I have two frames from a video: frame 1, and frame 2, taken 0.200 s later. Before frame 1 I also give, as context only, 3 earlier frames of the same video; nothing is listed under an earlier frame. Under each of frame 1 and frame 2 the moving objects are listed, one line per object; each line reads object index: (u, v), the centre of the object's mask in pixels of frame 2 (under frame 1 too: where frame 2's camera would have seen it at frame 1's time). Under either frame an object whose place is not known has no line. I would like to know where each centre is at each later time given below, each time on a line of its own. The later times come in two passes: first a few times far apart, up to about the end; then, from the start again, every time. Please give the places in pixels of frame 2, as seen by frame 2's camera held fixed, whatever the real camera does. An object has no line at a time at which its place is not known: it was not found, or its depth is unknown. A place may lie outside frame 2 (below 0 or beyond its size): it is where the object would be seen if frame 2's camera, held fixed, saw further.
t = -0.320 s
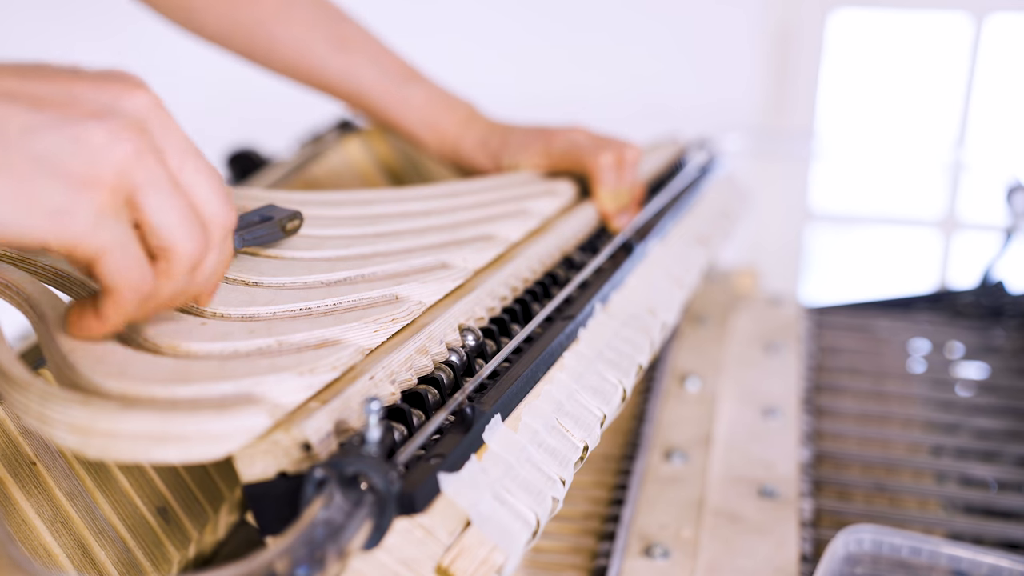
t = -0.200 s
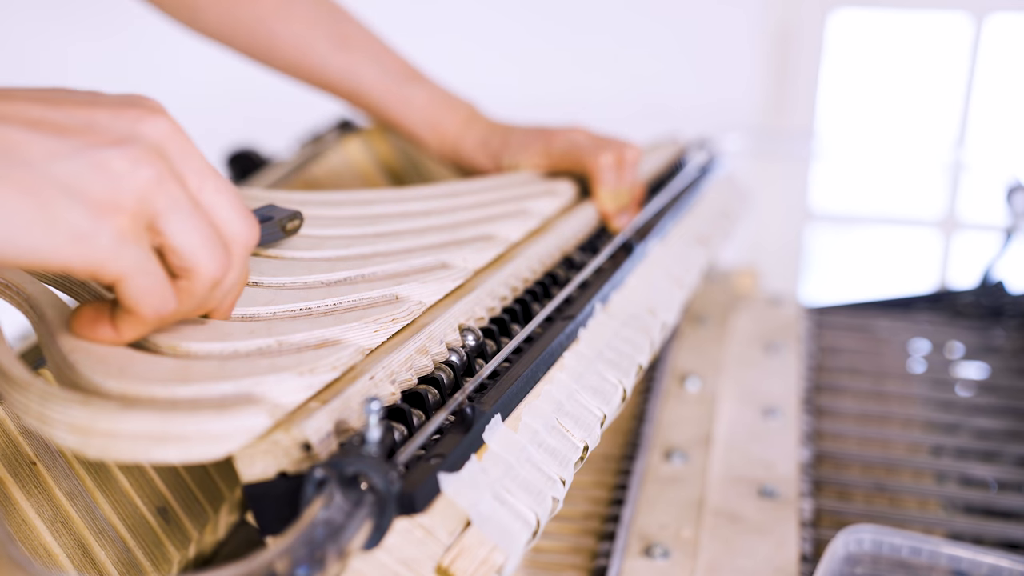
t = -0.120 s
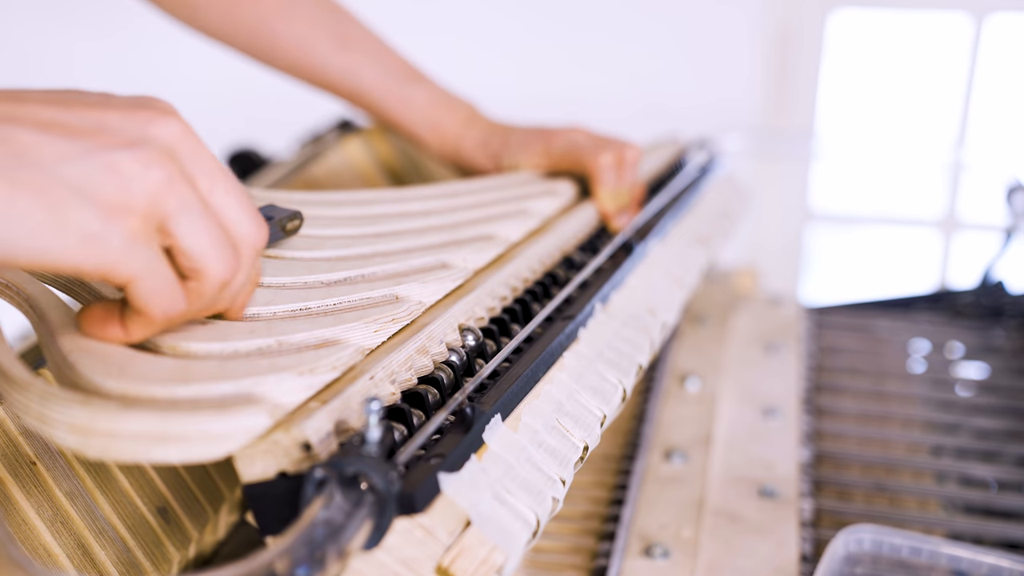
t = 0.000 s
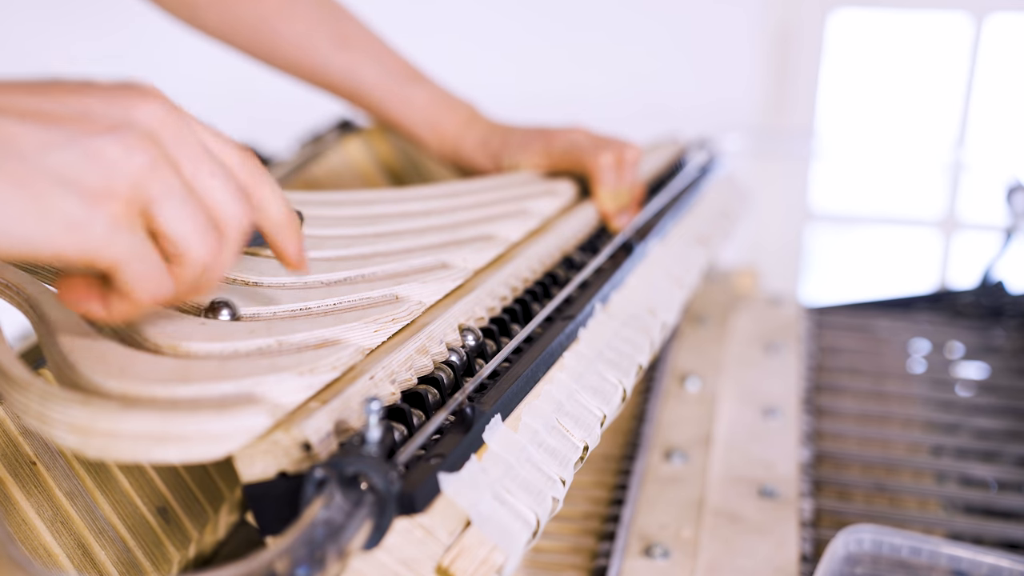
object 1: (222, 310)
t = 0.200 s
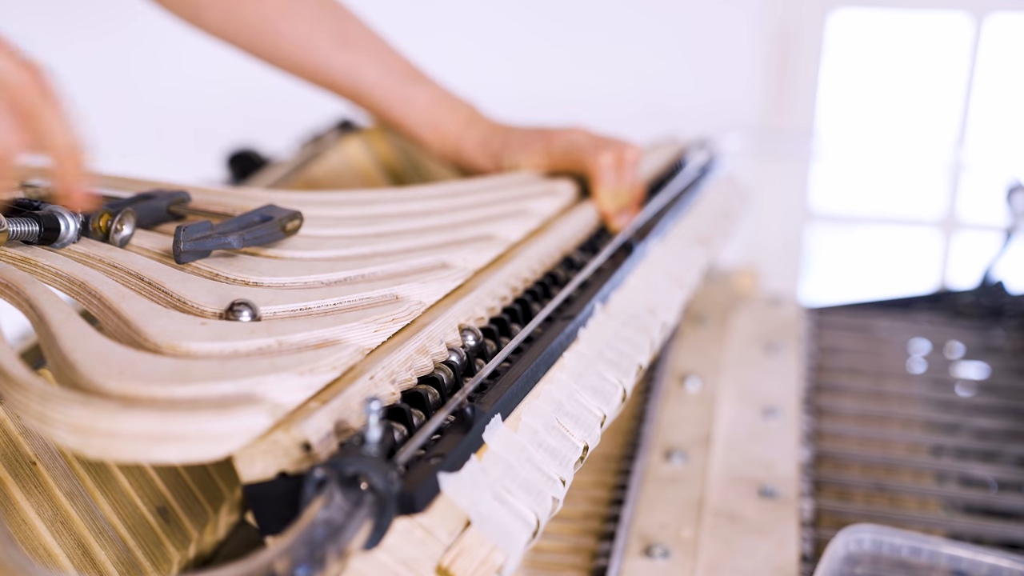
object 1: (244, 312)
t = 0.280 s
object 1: (250, 311)
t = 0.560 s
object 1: (269, 310)
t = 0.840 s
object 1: (292, 308)
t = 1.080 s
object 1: (317, 305)
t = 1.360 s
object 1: (350, 301)
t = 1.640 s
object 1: (389, 294)
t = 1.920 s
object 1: (484, 288)
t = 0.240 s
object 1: (248, 311)
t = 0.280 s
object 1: (250, 311)
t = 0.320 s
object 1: (253, 311)
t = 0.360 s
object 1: (255, 311)
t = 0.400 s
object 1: (258, 311)
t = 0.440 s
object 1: (261, 311)
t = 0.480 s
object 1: (264, 311)
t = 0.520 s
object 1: (266, 311)
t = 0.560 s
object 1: (269, 310)
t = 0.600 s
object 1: (272, 310)
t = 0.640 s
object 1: (275, 310)
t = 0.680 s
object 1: (278, 310)
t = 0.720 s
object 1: (281, 309)
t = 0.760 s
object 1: (285, 309)
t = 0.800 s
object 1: (288, 309)
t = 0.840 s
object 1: (292, 308)
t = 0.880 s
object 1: (296, 308)
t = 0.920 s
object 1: (301, 307)
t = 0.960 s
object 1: (305, 307)
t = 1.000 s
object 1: (308, 306)
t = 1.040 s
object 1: (312, 306)
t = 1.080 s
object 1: (317, 305)
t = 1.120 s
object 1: (321, 305)
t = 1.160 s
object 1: (325, 304)
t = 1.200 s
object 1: (330, 304)
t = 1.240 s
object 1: (335, 303)
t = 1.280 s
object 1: (340, 302)
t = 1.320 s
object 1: (346, 301)
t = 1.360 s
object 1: (350, 301)
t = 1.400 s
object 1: (355, 300)
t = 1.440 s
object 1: (361, 299)
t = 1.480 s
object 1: (366, 298)
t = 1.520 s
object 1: (372, 297)
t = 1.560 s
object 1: (377, 296)
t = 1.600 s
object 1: (383, 295)
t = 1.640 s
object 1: (389, 294)
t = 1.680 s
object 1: (396, 293)
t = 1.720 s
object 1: (404, 292)
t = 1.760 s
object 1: (417, 292)
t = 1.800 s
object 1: (437, 295)
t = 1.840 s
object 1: (452, 290)
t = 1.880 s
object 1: (466, 286)
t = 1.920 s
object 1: (484, 288)
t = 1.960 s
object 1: (511, 314)
